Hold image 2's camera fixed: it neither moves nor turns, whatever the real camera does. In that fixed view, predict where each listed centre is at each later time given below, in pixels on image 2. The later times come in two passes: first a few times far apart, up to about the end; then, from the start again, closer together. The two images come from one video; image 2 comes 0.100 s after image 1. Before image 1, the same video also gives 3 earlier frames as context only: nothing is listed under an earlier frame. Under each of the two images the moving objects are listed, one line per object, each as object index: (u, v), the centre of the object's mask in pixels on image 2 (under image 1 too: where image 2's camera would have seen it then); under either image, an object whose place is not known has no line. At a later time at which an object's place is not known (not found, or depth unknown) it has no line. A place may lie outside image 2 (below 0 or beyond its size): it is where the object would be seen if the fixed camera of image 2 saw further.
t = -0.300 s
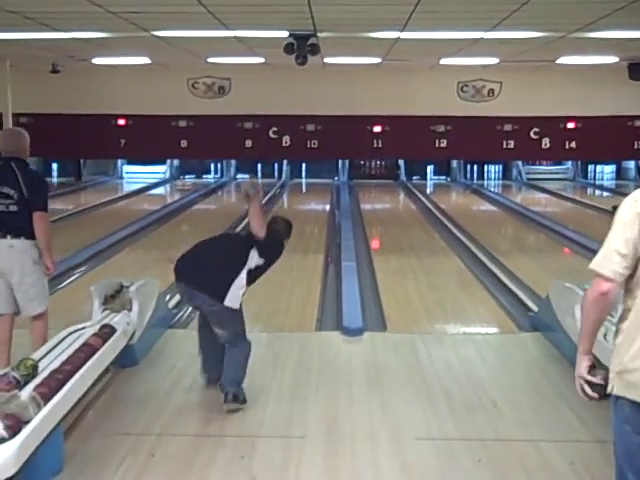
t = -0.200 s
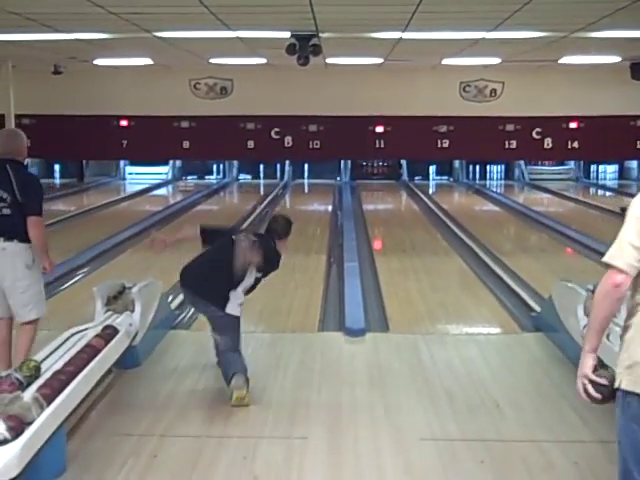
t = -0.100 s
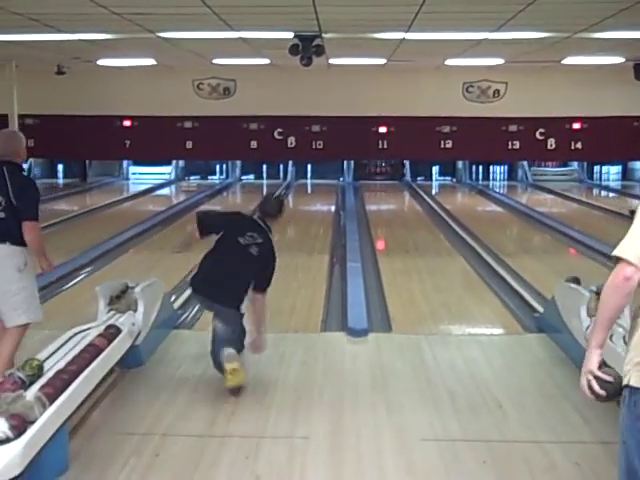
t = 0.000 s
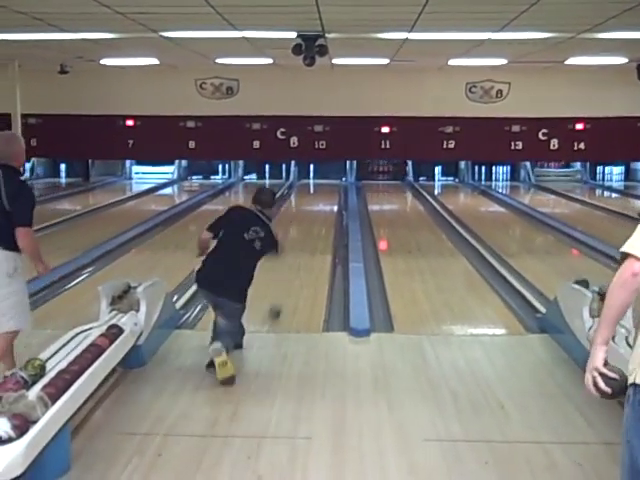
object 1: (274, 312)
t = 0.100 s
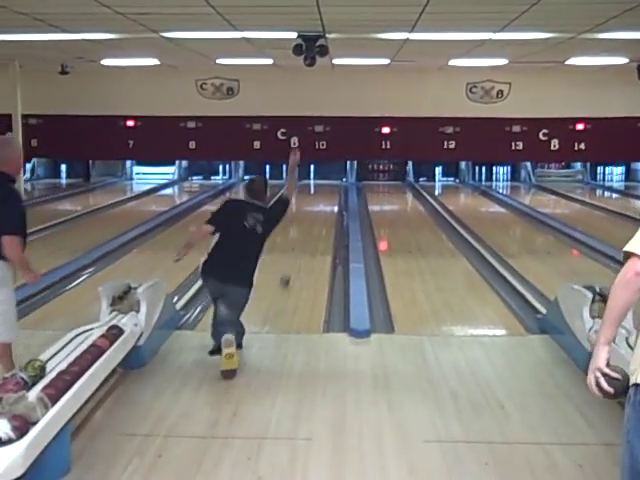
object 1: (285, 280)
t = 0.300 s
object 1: (296, 240)
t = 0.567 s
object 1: (305, 210)
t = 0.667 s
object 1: (306, 203)
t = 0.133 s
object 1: (287, 273)
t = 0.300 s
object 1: (296, 240)
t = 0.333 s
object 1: (298, 235)
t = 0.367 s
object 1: (299, 230)
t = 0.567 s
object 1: (305, 210)
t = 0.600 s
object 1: (305, 206)
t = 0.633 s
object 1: (306, 205)
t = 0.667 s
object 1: (306, 203)
